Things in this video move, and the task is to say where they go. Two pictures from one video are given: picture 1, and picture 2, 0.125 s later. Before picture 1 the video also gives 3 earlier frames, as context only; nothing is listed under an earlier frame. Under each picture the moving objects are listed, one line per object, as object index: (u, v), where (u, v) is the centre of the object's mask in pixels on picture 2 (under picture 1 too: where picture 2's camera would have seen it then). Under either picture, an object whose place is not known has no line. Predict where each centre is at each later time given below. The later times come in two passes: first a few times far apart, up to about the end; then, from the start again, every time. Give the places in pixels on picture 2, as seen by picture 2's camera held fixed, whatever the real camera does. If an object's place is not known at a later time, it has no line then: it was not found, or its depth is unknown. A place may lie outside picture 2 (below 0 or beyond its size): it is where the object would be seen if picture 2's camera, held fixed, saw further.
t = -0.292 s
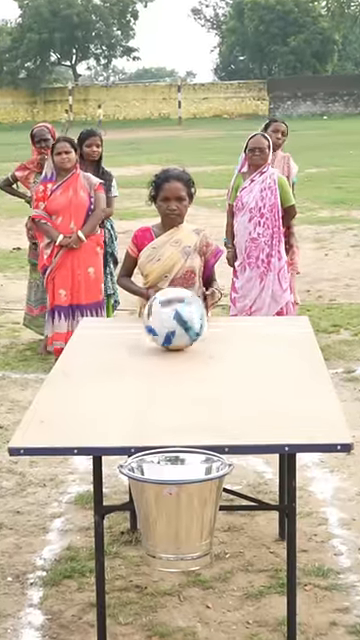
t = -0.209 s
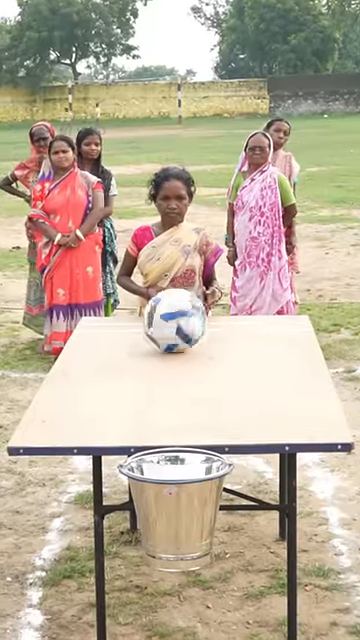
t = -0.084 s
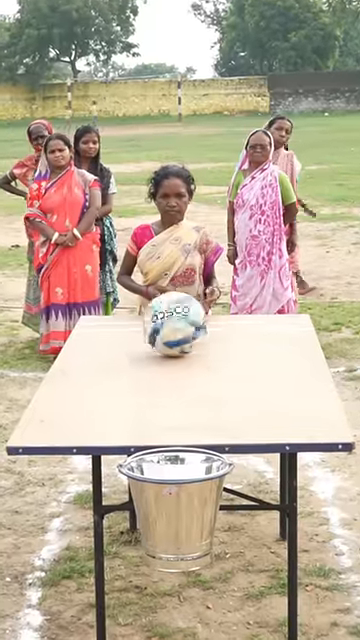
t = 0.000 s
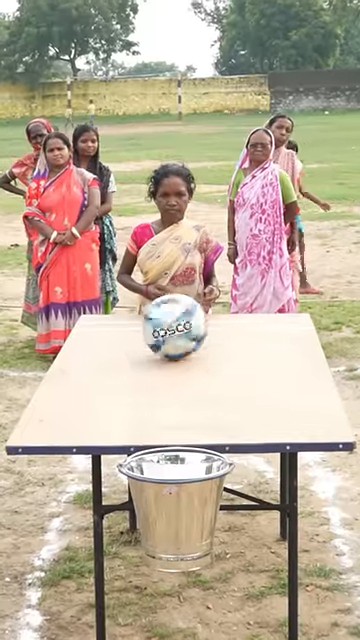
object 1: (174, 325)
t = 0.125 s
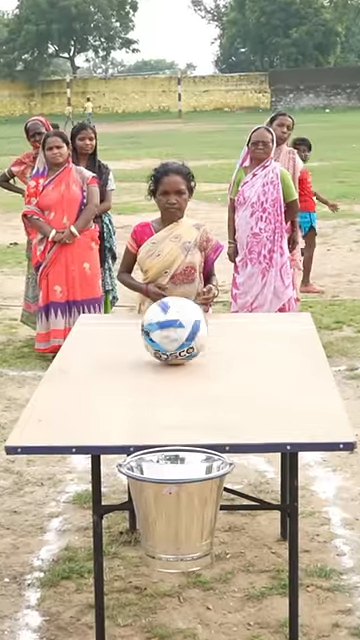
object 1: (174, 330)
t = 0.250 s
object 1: (174, 334)
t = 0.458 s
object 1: (174, 344)
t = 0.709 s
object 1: (172, 352)
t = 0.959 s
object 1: (172, 363)
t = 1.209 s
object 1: (168, 379)
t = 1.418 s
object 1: (166, 389)
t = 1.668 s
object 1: (162, 403)
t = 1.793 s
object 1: (159, 418)
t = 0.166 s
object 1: (174, 331)
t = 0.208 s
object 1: (174, 333)
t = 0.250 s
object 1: (174, 334)
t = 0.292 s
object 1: (174, 336)
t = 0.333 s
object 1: (174, 338)
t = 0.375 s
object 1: (174, 340)
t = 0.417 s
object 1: (174, 342)
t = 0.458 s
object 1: (174, 344)
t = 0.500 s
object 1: (173, 345)
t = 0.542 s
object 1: (173, 347)
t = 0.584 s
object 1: (173, 348)
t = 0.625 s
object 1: (173, 350)
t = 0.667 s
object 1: (173, 351)
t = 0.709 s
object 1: (172, 352)
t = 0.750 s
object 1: (172, 353)
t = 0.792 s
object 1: (172, 356)
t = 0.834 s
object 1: (172, 358)
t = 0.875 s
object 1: (172, 362)
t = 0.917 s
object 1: (172, 362)
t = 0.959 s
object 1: (172, 363)
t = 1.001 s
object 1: (171, 364)
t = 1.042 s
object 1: (171, 368)
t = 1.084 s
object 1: (170, 369)
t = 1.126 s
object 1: (169, 371)
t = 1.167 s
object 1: (169, 376)
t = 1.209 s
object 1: (168, 379)
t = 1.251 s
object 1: (168, 380)
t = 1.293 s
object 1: (168, 381)
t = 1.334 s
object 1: (167, 385)
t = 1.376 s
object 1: (166, 387)
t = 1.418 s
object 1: (166, 389)
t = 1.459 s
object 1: (166, 392)
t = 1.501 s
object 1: (165, 395)
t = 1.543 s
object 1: (164, 396)
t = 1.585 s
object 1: (165, 399)
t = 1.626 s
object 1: (162, 401)
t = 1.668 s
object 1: (162, 403)
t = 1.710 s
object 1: (160, 409)
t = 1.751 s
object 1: (160, 414)
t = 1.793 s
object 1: (159, 418)
